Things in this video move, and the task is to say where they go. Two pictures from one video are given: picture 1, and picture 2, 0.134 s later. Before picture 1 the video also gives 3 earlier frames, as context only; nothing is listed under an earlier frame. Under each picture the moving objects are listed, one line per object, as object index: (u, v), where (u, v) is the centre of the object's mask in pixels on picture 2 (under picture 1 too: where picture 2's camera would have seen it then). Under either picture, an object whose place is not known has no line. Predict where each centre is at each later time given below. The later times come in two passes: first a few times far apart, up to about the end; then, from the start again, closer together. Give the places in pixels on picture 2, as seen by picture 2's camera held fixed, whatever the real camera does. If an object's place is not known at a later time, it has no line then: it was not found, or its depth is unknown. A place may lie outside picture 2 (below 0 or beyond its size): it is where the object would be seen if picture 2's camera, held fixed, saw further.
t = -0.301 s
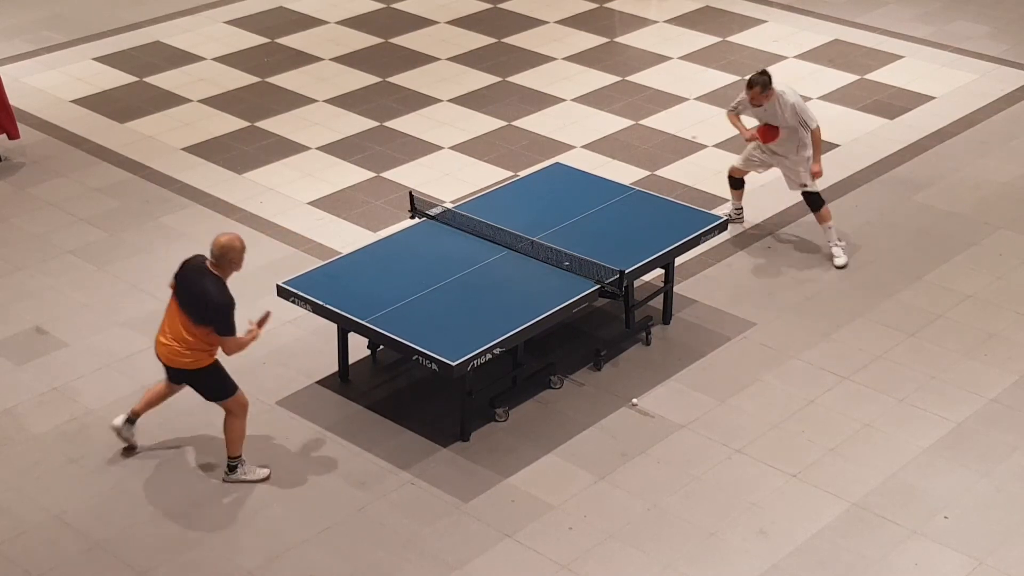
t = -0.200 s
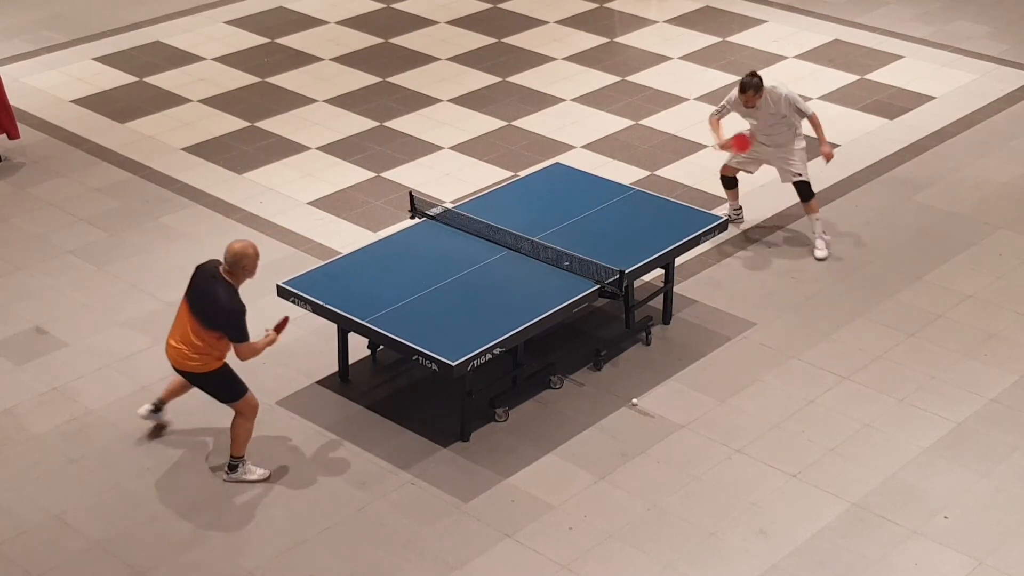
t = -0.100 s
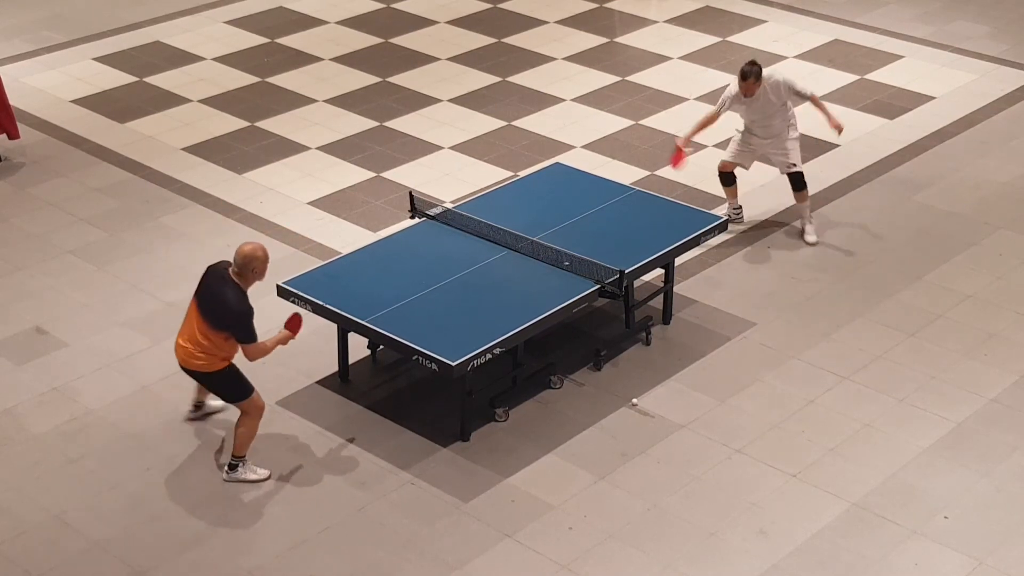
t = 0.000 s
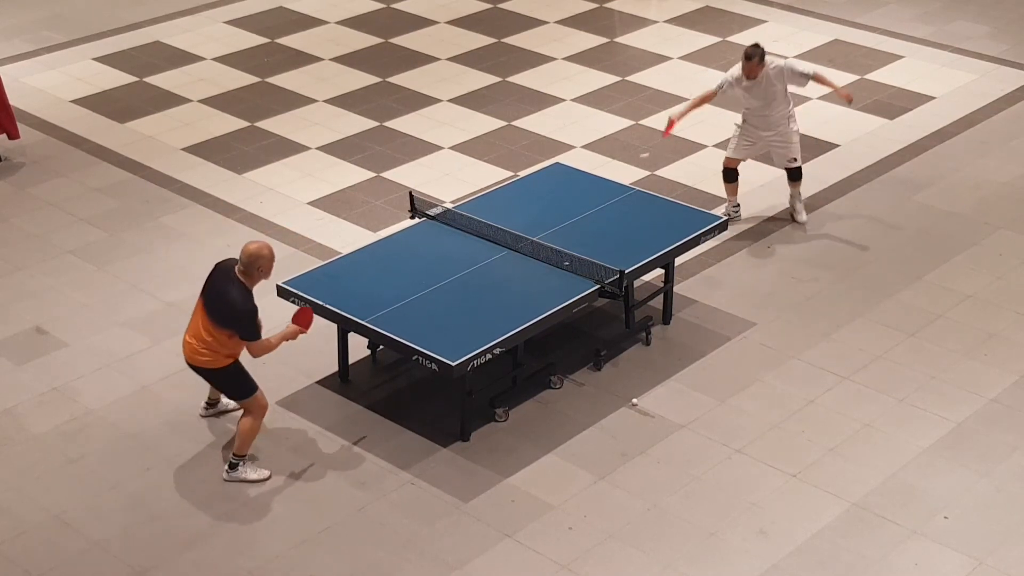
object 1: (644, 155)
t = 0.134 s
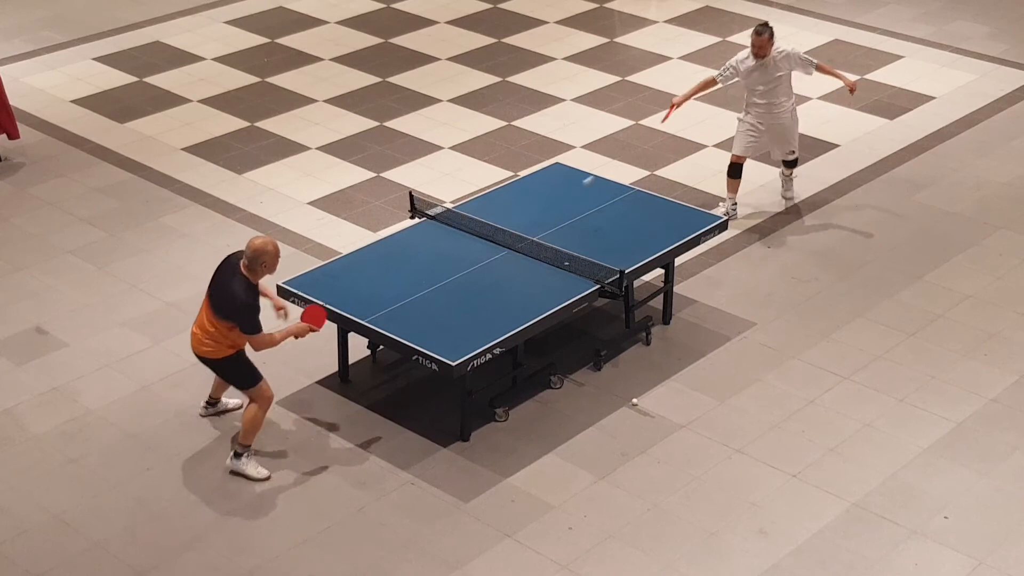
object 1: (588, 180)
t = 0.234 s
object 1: (548, 212)
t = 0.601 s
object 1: (431, 290)
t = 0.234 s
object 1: (548, 212)
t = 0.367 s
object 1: (496, 275)
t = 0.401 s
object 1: (485, 279)
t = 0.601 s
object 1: (431, 290)
